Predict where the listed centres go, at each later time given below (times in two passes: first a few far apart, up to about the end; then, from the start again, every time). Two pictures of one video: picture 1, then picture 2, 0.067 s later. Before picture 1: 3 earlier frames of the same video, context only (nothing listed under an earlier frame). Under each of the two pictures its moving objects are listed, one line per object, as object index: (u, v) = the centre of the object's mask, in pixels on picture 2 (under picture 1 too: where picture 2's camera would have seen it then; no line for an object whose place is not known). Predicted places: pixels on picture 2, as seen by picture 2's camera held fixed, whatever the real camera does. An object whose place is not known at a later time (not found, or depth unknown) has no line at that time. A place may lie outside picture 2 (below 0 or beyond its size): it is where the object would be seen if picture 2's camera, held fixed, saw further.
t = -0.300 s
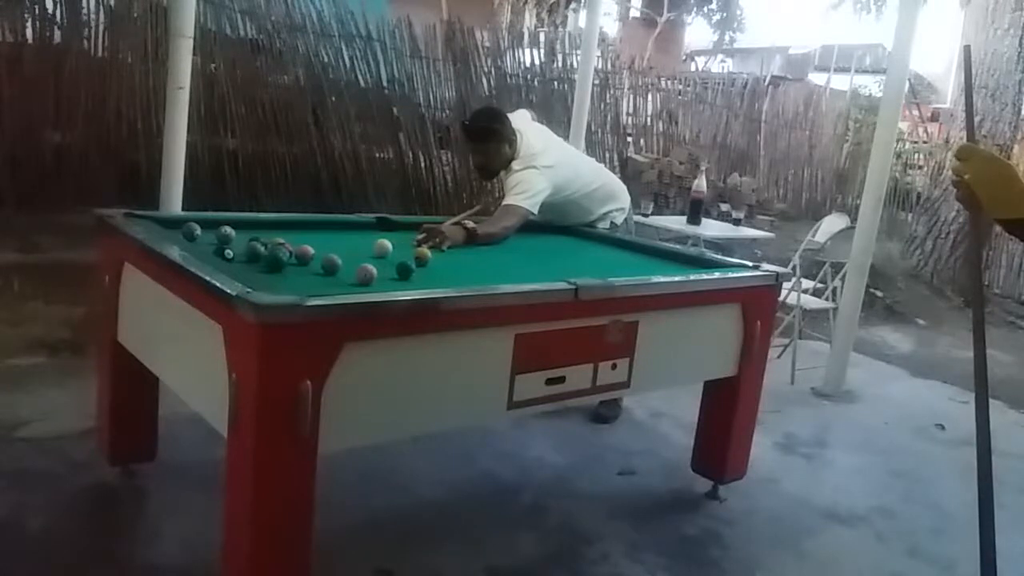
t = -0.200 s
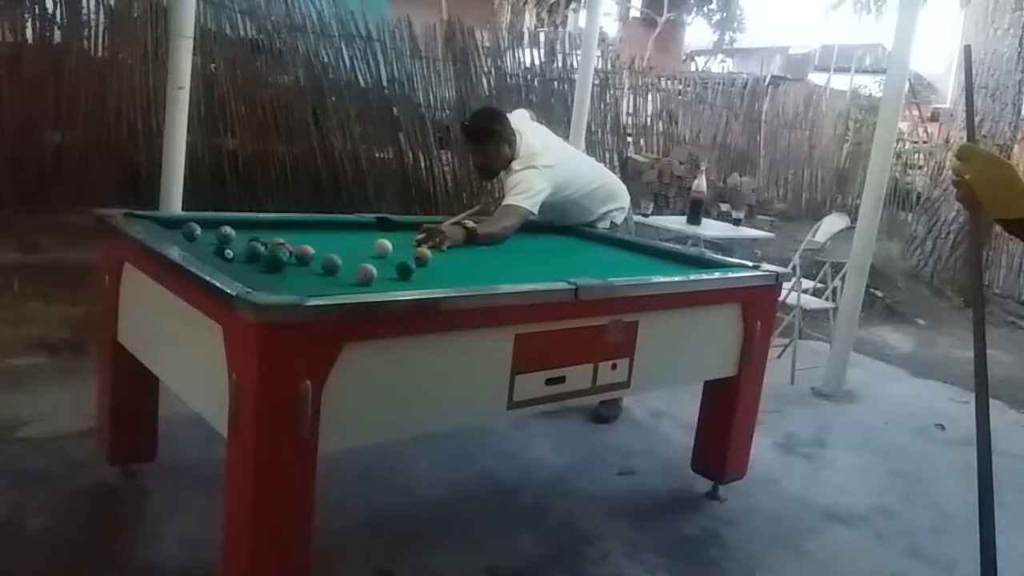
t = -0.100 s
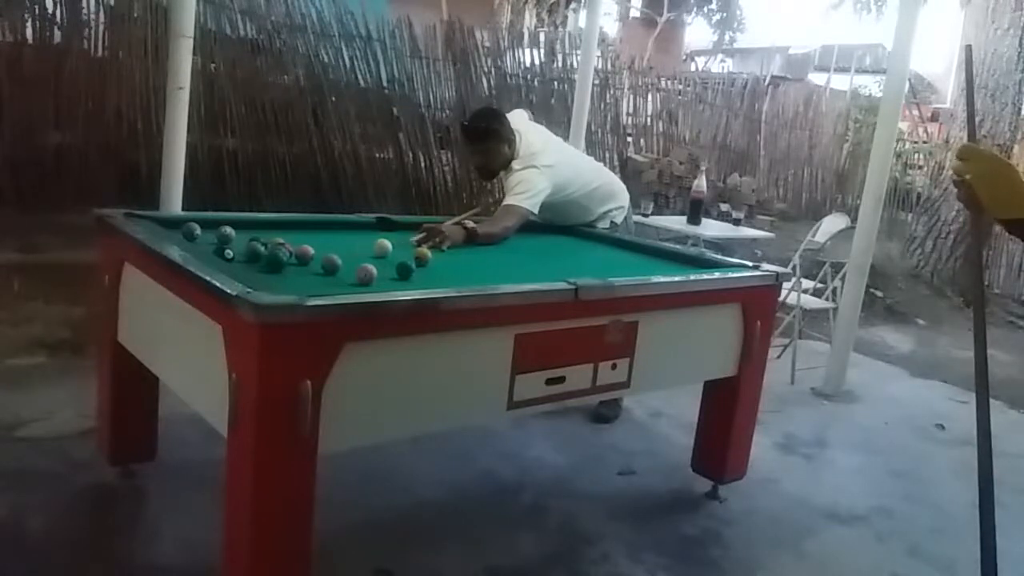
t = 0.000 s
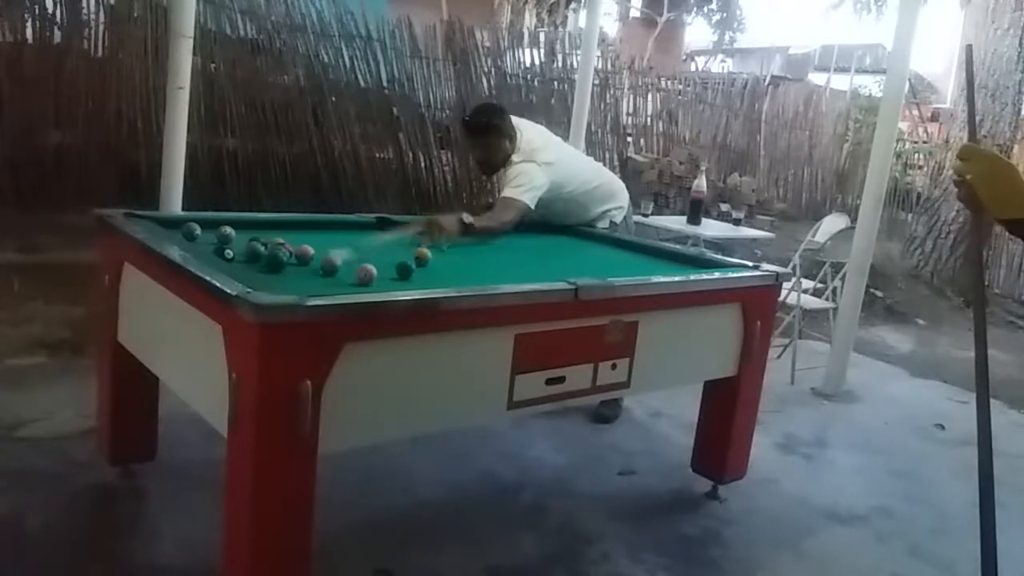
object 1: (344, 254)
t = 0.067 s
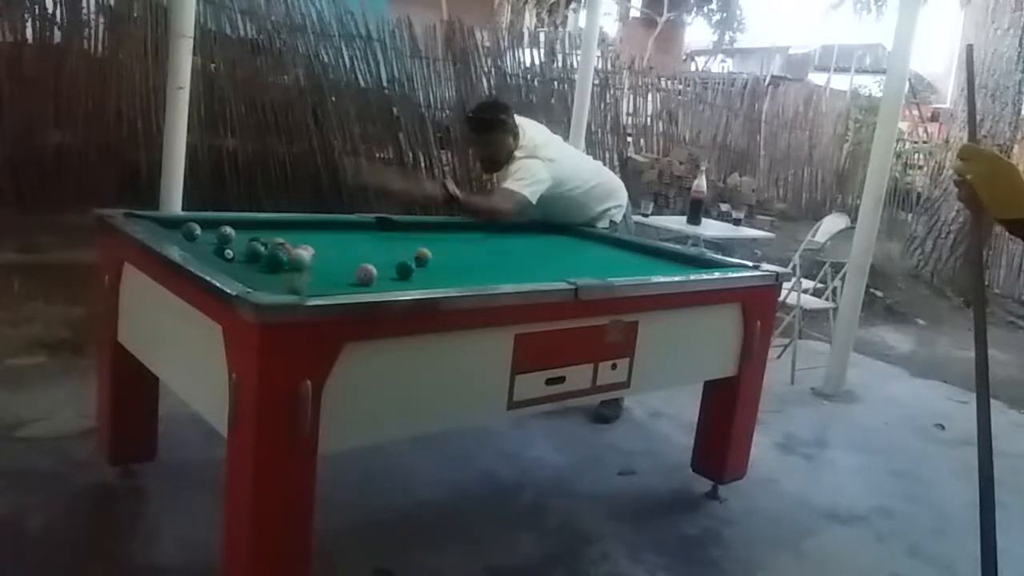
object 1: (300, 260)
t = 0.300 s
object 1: (289, 263)
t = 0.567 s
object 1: (283, 269)
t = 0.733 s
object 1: (290, 273)
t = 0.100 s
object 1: (295, 260)
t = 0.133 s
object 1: (295, 261)
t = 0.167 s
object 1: (294, 261)
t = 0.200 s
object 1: (292, 262)
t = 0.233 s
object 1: (291, 262)
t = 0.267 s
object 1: (290, 263)
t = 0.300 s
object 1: (289, 263)
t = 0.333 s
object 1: (288, 263)
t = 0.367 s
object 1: (286, 265)
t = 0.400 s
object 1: (285, 265)
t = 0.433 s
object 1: (284, 265)
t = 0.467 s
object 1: (283, 266)
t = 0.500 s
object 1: (283, 267)
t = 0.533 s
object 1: (282, 268)
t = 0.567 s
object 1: (283, 269)
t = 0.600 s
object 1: (285, 270)
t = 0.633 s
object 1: (287, 271)
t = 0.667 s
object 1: (288, 272)
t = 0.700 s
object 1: (289, 273)
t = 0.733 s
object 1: (290, 273)
